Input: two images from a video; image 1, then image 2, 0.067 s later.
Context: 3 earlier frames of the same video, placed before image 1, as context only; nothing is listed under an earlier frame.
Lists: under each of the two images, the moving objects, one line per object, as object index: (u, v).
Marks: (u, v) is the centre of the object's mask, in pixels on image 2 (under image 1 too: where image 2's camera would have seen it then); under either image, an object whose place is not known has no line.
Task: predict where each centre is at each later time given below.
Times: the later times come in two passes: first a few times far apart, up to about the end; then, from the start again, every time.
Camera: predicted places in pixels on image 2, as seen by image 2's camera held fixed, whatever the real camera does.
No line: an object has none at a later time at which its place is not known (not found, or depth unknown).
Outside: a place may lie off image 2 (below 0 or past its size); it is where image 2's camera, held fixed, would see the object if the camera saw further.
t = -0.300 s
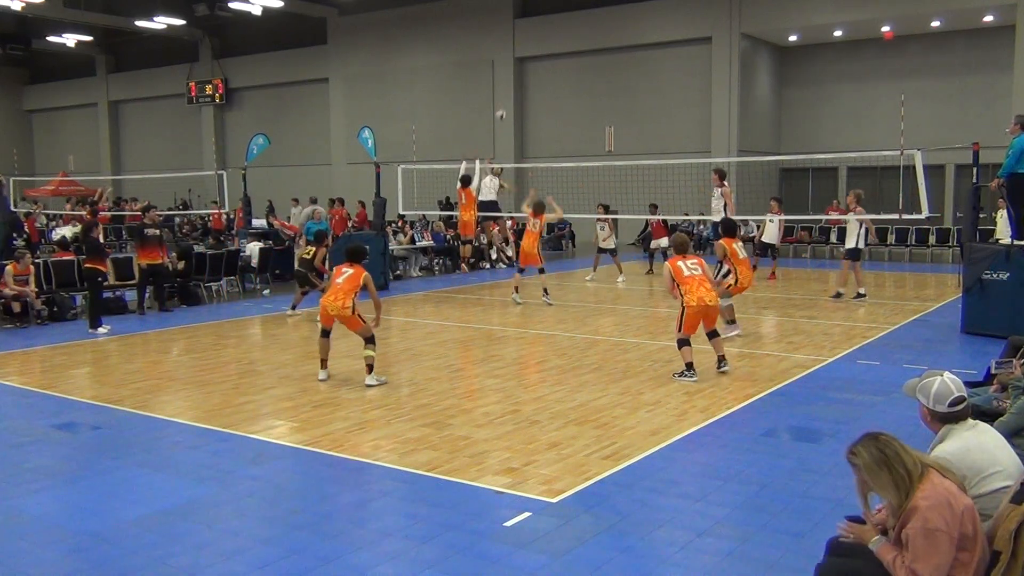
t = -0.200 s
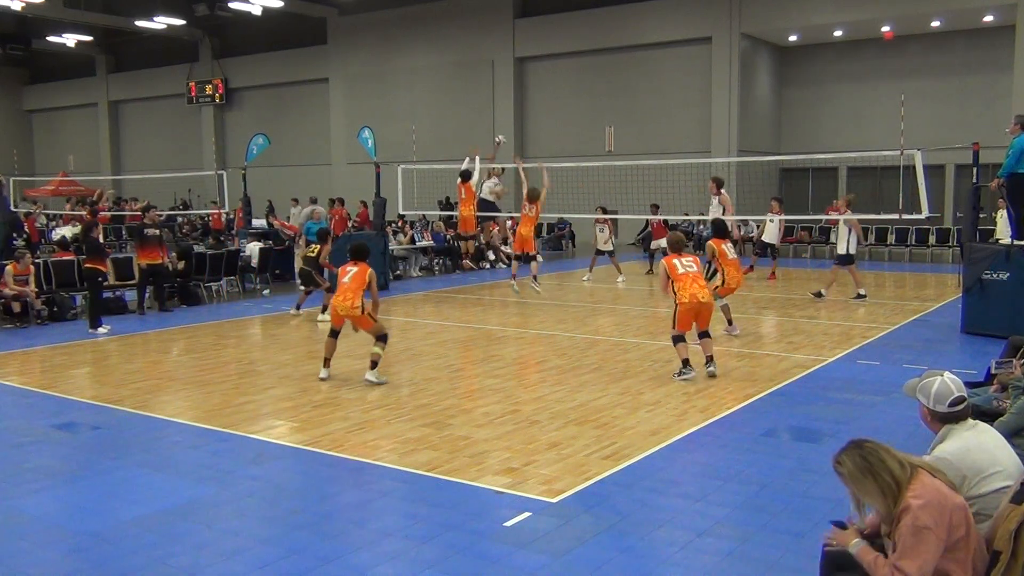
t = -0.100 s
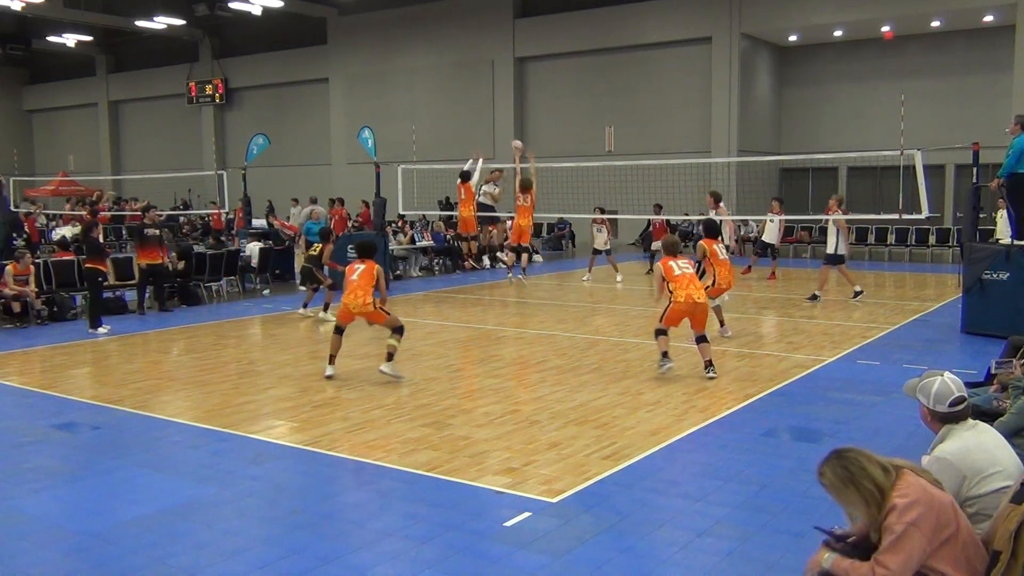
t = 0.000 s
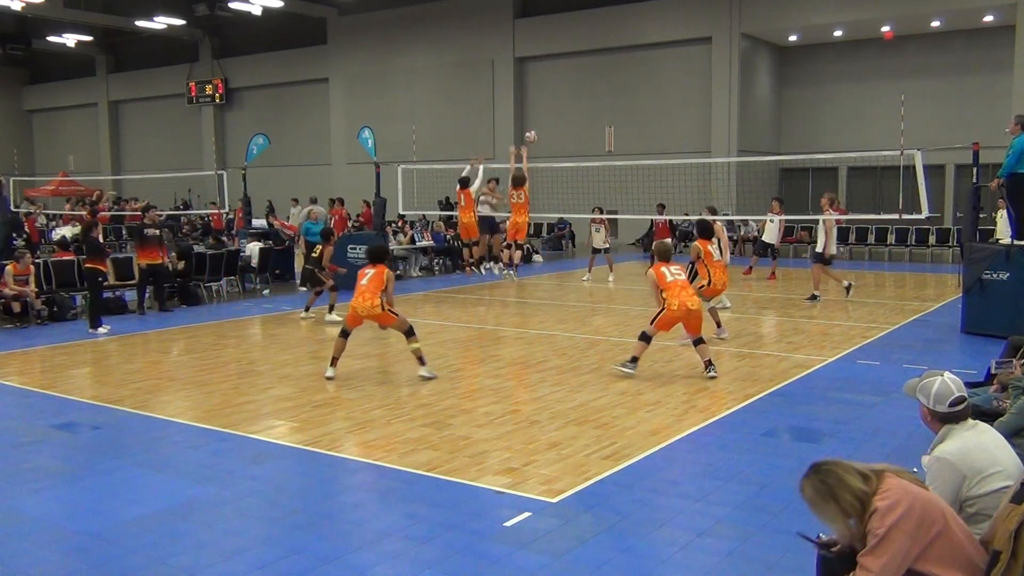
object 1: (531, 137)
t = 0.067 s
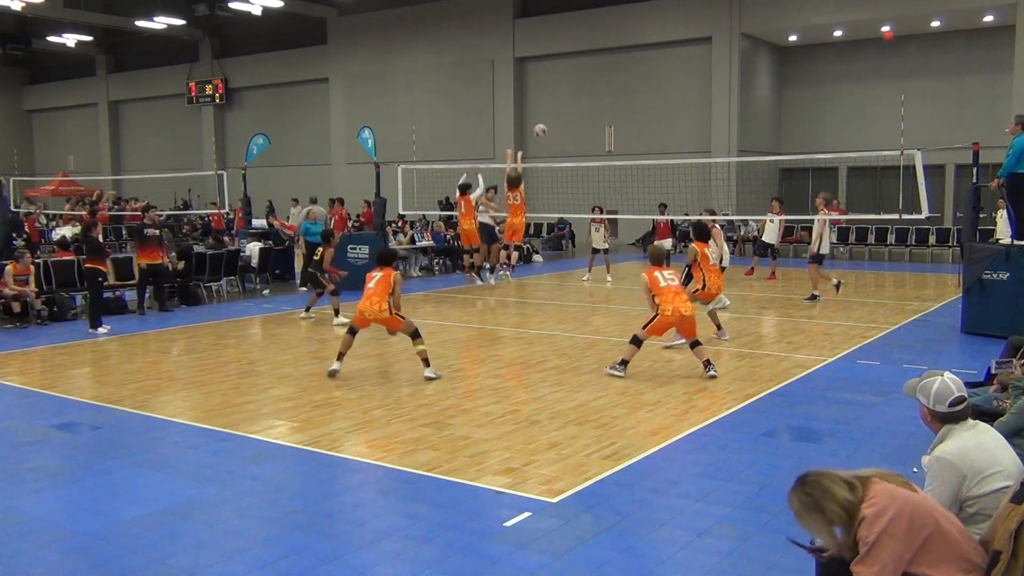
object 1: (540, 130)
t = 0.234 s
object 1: (564, 127)
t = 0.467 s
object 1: (604, 159)
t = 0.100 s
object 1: (545, 128)
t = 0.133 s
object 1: (549, 126)
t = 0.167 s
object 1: (554, 126)
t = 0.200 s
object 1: (559, 125)
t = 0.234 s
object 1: (564, 127)
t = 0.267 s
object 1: (570, 129)
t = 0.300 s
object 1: (574, 130)
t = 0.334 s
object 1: (580, 135)
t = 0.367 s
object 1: (586, 140)
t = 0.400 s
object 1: (591, 145)
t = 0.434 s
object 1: (597, 151)
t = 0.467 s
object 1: (604, 159)
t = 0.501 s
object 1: (609, 169)
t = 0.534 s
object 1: (616, 177)
